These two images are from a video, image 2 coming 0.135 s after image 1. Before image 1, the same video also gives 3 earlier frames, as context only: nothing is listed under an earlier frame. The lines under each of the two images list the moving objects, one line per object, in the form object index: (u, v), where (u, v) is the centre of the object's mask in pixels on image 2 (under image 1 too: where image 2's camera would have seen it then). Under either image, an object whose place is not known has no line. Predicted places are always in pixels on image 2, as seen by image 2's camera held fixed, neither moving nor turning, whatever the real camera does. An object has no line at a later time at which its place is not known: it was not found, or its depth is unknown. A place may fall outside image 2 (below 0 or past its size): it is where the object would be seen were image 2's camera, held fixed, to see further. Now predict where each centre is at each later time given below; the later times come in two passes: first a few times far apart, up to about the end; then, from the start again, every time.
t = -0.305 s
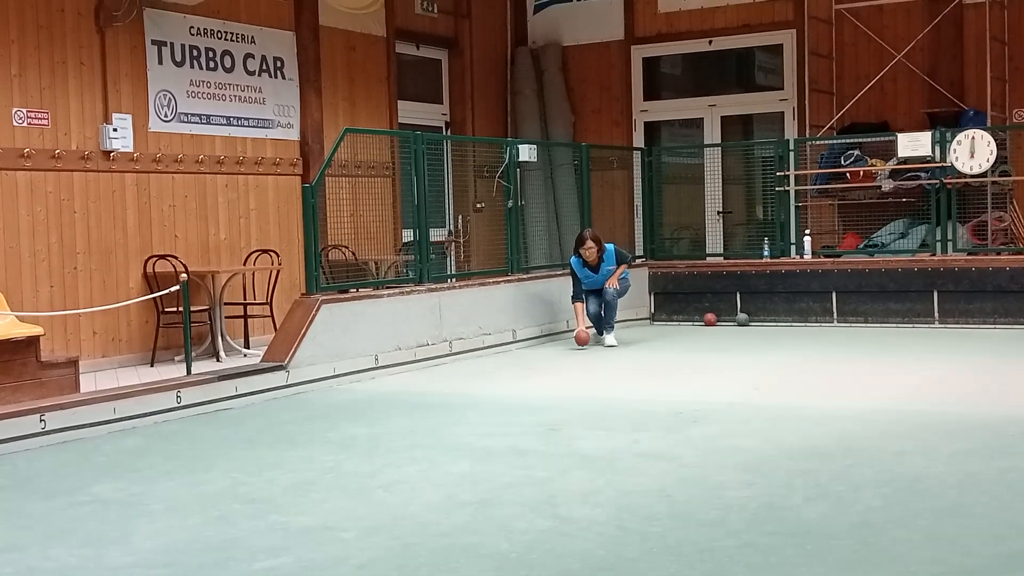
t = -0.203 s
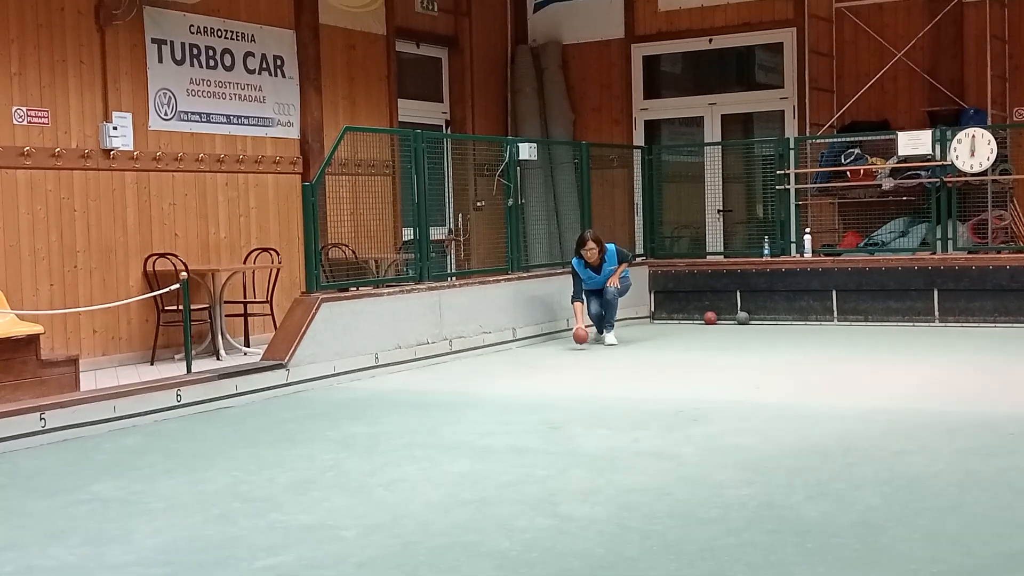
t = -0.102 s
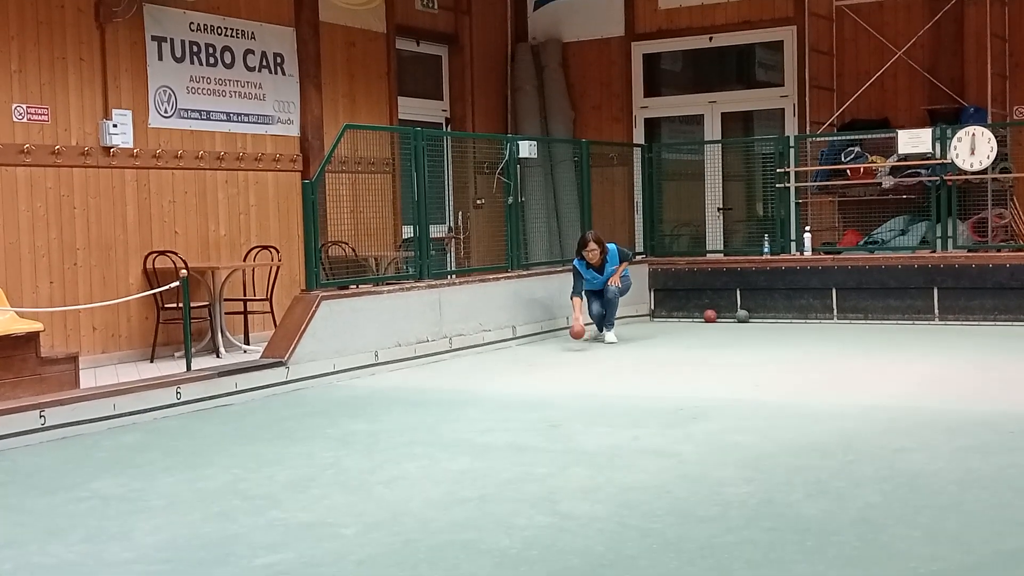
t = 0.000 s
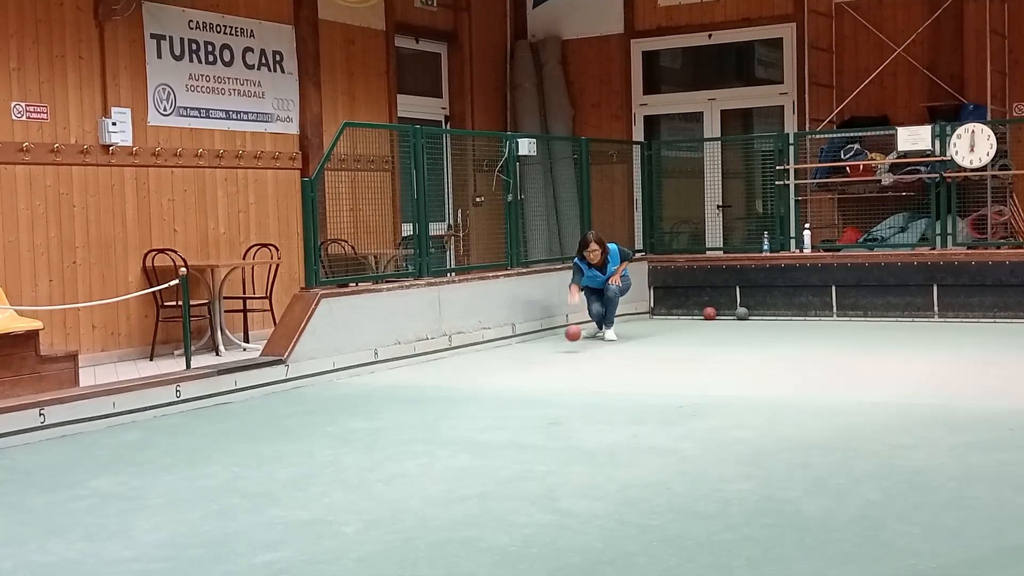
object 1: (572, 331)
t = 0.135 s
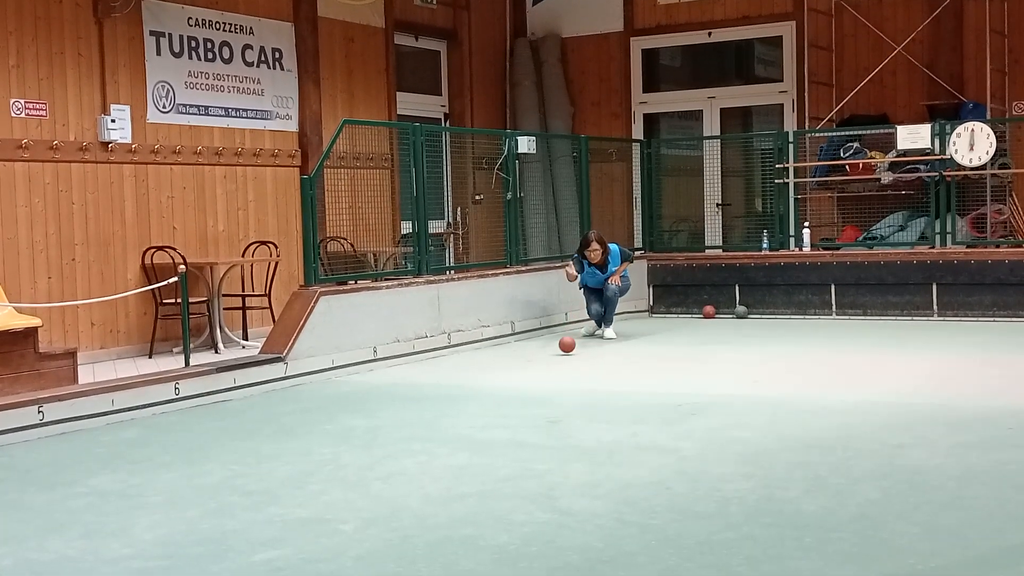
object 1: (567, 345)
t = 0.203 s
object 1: (564, 349)
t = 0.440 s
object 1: (555, 356)
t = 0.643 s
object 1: (546, 363)
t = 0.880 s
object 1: (534, 371)
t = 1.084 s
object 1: (523, 380)
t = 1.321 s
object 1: (507, 390)
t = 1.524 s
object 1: (493, 400)
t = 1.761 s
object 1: (473, 414)
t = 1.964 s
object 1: (455, 425)
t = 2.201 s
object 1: (430, 441)
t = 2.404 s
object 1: (407, 456)
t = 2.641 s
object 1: (375, 477)
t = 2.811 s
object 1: (350, 492)
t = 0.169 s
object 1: (566, 346)
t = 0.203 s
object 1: (564, 349)
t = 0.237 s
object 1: (563, 350)
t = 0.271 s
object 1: (562, 350)
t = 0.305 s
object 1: (561, 352)
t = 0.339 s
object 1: (559, 353)
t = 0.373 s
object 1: (558, 354)
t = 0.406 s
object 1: (557, 355)
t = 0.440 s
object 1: (555, 356)
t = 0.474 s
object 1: (554, 357)
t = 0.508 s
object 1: (552, 358)
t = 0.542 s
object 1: (551, 359)
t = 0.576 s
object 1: (549, 360)
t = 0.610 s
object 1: (548, 362)
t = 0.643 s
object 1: (546, 363)
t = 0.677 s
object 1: (544, 364)
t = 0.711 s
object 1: (543, 365)
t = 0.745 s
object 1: (541, 366)
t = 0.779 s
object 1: (539, 368)
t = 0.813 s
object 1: (538, 369)
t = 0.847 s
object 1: (536, 370)
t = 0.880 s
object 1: (534, 371)
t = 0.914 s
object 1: (532, 373)
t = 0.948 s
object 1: (530, 374)
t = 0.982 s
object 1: (529, 375)
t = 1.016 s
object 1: (526, 377)
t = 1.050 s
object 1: (525, 378)
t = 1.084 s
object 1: (523, 380)
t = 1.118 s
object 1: (521, 381)
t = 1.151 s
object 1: (519, 383)
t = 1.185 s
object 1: (516, 384)
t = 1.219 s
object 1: (514, 386)
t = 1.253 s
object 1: (512, 387)
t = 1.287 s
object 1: (510, 389)
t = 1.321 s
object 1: (507, 390)
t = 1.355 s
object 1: (505, 392)
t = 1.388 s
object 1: (503, 394)
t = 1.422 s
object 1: (501, 395)
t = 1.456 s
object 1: (498, 397)
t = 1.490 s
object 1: (495, 399)
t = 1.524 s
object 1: (493, 400)
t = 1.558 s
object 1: (490, 402)
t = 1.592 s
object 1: (488, 404)
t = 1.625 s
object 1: (485, 406)
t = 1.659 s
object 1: (482, 408)
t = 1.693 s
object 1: (479, 409)
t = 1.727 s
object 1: (477, 411)
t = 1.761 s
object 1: (473, 414)
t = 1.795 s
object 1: (471, 415)
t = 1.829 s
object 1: (468, 417)
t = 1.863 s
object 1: (464, 419)
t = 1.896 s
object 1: (461, 421)
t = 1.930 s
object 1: (458, 423)
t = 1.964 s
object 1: (455, 425)
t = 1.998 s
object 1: (452, 427)
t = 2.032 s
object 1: (448, 430)
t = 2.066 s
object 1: (445, 432)
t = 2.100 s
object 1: (441, 434)
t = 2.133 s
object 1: (438, 436)
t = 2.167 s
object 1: (434, 439)
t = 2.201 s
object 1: (430, 441)
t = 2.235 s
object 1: (426, 444)
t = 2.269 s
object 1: (423, 446)
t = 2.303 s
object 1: (419, 448)
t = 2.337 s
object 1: (415, 451)
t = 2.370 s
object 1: (411, 454)
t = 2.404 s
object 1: (407, 456)
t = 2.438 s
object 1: (402, 459)
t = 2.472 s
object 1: (398, 462)
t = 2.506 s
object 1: (394, 464)
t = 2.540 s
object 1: (389, 467)
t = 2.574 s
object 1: (385, 470)
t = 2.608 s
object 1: (380, 473)
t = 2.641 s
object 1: (375, 477)
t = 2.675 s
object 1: (371, 479)
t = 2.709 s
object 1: (365, 483)
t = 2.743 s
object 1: (360, 486)
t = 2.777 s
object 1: (355, 489)
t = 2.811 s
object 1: (350, 492)
